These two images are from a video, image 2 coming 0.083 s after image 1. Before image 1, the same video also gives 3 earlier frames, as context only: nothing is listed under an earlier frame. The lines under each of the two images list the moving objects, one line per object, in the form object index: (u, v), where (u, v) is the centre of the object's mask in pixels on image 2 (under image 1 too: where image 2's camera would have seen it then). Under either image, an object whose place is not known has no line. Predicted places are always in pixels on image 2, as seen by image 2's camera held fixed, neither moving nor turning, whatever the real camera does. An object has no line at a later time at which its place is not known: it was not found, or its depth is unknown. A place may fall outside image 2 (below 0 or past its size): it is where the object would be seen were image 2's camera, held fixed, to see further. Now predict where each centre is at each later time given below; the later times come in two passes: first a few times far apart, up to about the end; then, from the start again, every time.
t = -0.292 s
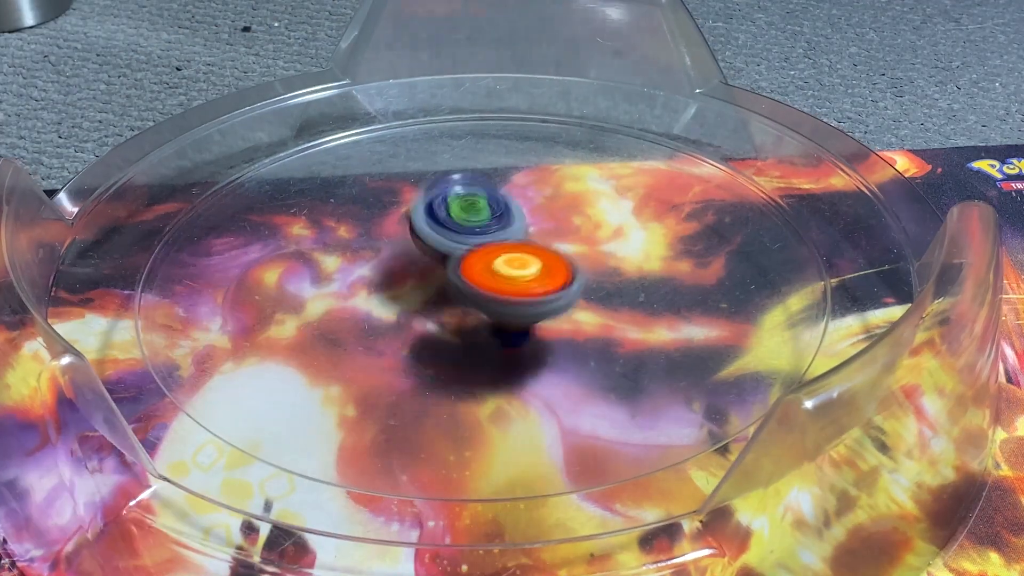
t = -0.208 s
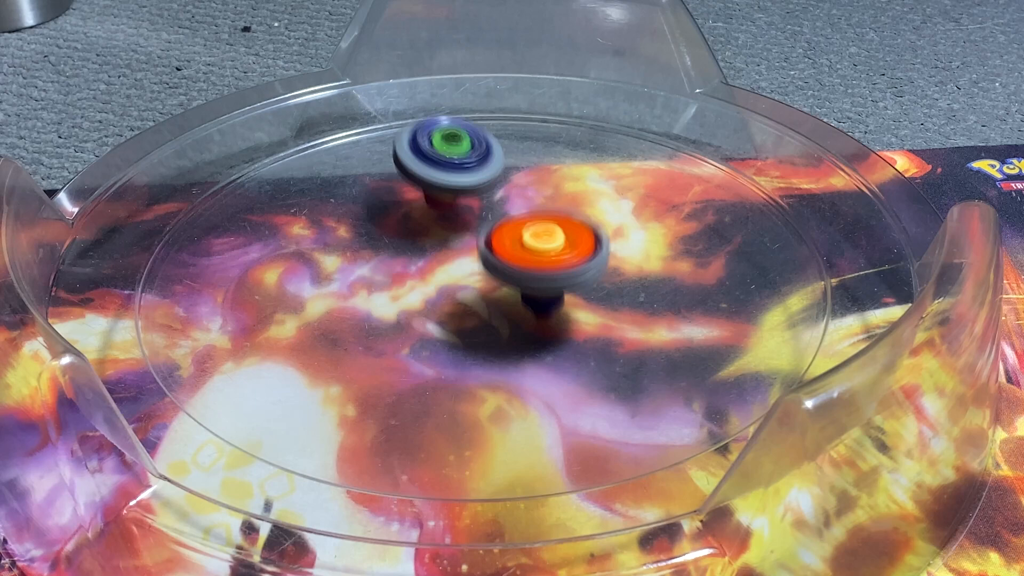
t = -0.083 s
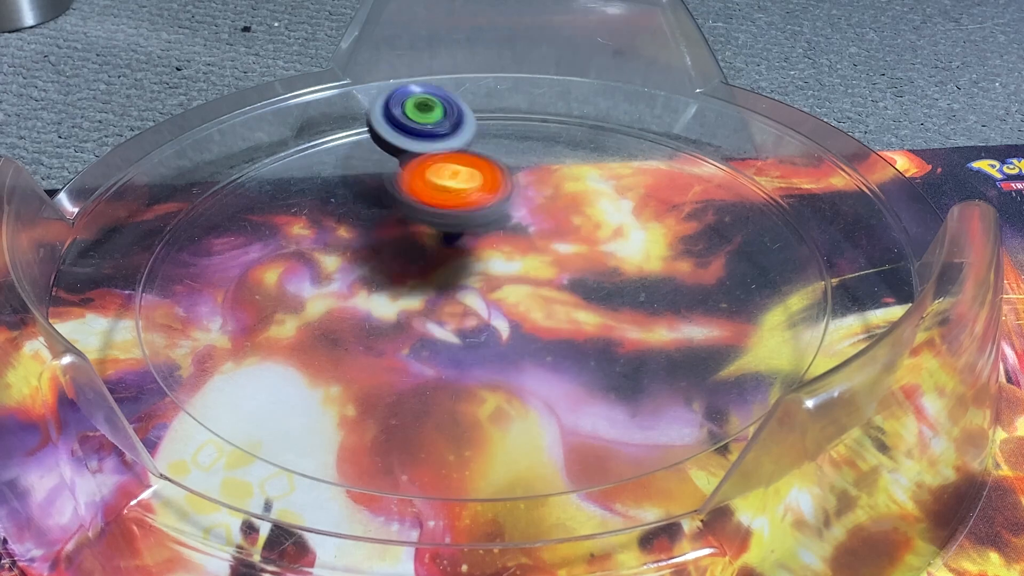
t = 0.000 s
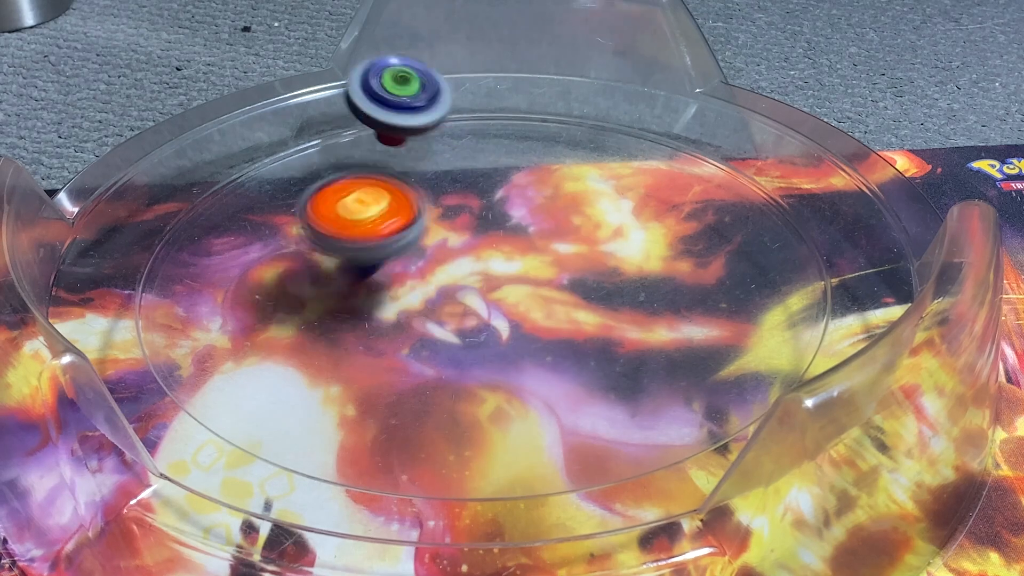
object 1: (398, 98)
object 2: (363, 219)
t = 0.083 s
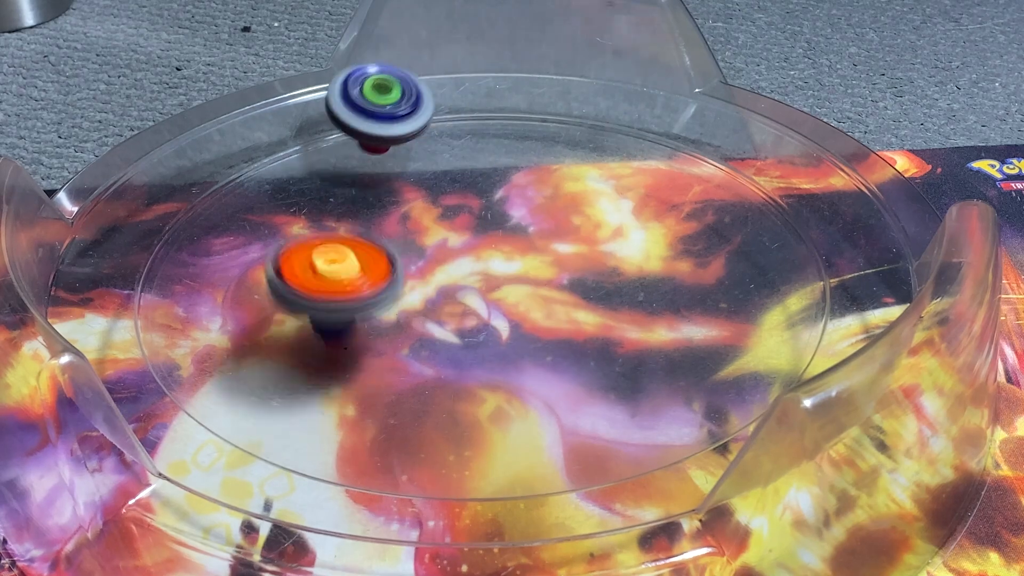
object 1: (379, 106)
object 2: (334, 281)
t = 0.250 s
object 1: (376, 133)
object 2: (554, 332)
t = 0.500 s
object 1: (446, 198)
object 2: (558, 150)
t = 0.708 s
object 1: (485, 287)
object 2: (345, 170)
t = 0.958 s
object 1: (692, 294)
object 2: (500, 331)
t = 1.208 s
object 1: (864, 203)
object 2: (601, 272)
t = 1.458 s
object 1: (837, 198)
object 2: (359, 247)
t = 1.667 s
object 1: (657, 234)
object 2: (449, 332)
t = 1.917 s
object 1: (494, 220)
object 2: (505, 300)
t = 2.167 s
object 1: (300, 252)
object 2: (419, 287)
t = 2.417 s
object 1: (268, 319)
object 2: (430, 295)
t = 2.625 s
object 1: (372, 327)
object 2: (450, 239)
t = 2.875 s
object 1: (470, 288)
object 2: (365, 232)
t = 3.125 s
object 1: (604, 231)
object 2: (395, 275)
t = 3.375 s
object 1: (666, 142)
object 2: (492, 234)
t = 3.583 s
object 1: (601, 153)
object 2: (415, 192)
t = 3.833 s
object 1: (549, 223)
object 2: (476, 281)
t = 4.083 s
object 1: (542, 237)
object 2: (649, 278)
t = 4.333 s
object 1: (410, 269)
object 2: (639, 212)
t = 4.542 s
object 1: (316, 299)
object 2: (515, 244)
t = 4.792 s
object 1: (293, 319)
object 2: (513, 343)
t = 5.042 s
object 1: (347, 310)
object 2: (575, 290)
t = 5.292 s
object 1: (395, 281)
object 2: (445, 203)
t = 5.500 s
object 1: (441, 266)
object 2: (345, 203)
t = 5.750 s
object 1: (550, 246)
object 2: (419, 265)
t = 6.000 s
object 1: (661, 188)
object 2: (534, 228)
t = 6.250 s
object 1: (649, 172)
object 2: (462, 225)
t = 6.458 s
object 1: (597, 217)
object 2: (489, 285)
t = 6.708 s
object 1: (570, 228)
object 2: (551, 335)
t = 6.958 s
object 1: (462, 258)
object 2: (538, 310)
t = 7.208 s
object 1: (355, 268)
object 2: (484, 301)
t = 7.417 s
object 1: (298, 269)
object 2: (508, 281)
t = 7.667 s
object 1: (307, 271)
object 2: (444, 243)
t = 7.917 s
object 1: (342, 272)
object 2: (494, 224)
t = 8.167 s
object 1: (419, 271)
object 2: (546, 212)
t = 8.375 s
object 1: (438, 278)
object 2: (606, 199)
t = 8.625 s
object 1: (485, 288)
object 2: (601, 211)
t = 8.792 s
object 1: (473, 303)
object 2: (587, 231)
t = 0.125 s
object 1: (374, 112)
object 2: (360, 312)
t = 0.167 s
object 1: (371, 118)
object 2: (416, 335)
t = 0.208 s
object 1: (372, 125)
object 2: (480, 341)
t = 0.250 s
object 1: (376, 133)
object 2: (554, 332)
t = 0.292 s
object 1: (385, 143)
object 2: (611, 309)
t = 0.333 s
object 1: (396, 153)
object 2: (645, 276)
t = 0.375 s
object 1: (408, 164)
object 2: (654, 238)
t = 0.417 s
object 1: (423, 175)
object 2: (636, 201)
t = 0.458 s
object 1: (439, 187)
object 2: (596, 171)
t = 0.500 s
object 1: (446, 198)
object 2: (558, 150)
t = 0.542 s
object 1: (431, 216)
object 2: (531, 133)
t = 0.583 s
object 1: (429, 232)
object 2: (487, 125)
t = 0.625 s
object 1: (441, 251)
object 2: (434, 126)
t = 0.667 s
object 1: (461, 270)
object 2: (386, 141)
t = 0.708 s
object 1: (485, 287)
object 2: (345, 170)
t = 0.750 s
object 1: (515, 297)
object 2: (324, 202)
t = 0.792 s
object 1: (545, 306)
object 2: (323, 238)
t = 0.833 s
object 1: (575, 311)
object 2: (348, 279)
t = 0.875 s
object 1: (604, 313)
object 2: (397, 309)
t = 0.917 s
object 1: (627, 312)
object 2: (467, 326)
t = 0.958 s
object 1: (692, 294)
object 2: (500, 331)
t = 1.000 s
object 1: (773, 271)
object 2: (501, 337)
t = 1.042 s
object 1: (816, 239)
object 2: (523, 338)
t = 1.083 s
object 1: (834, 229)
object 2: (559, 333)
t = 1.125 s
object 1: (851, 215)
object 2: (594, 317)
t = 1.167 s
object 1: (860, 208)
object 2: (609, 295)
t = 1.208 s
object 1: (864, 203)
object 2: (601, 272)
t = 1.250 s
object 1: (867, 199)
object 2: (578, 249)
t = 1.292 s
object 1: (867, 196)
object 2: (539, 231)
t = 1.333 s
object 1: (865, 192)
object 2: (494, 221)
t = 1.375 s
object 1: (862, 192)
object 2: (442, 222)
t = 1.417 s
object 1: (853, 194)
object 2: (396, 230)
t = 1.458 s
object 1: (837, 198)
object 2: (359, 247)
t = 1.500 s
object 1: (814, 201)
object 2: (339, 270)
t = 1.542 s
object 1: (781, 214)
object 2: (339, 296)
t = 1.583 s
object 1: (739, 221)
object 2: (363, 318)
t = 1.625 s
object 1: (698, 227)
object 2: (402, 330)
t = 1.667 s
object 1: (657, 234)
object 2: (449, 332)
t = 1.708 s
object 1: (614, 243)
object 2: (497, 321)
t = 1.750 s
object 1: (583, 242)
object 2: (526, 306)
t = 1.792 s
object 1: (563, 231)
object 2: (521, 306)
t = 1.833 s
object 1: (544, 223)
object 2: (517, 305)
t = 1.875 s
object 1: (523, 219)
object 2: (510, 302)
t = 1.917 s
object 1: (494, 220)
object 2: (505, 300)
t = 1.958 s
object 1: (459, 221)
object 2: (494, 295)
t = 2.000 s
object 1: (422, 224)
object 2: (480, 291)
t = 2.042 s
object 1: (385, 234)
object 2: (465, 289)
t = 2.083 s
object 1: (355, 238)
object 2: (451, 287)
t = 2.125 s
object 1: (325, 244)
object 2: (435, 287)
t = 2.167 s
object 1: (300, 252)
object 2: (419, 287)
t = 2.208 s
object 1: (279, 262)
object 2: (409, 290)
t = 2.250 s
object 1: (263, 274)
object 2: (404, 294)
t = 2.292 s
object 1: (253, 284)
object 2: (405, 296)
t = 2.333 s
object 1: (249, 297)
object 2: (408, 297)
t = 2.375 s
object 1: (254, 309)
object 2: (417, 298)
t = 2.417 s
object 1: (268, 319)
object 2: (430, 295)
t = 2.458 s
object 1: (287, 326)
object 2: (441, 289)
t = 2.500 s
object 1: (308, 330)
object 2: (453, 280)
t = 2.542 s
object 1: (329, 331)
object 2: (460, 268)
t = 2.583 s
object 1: (351, 330)
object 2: (460, 254)
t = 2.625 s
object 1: (372, 327)
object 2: (450, 239)
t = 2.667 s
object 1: (392, 322)
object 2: (435, 226)
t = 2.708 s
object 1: (411, 316)
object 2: (417, 218)
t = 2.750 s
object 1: (428, 309)
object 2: (399, 215)
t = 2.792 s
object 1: (444, 302)
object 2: (382, 218)
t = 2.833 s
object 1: (458, 295)
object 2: (371, 223)
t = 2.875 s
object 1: (470, 288)
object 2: (365, 232)
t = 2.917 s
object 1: (489, 284)
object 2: (360, 239)
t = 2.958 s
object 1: (505, 278)
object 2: (365, 248)
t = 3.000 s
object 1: (514, 270)
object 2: (378, 258)
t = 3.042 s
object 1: (539, 258)
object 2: (385, 265)
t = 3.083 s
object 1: (575, 244)
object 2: (384, 271)
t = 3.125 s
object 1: (604, 231)
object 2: (395, 275)
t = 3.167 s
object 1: (627, 215)
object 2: (409, 277)
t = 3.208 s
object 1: (645, 198)
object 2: (430, 277)
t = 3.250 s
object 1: (658, 182)
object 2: (452, 272)
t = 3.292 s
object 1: (665, 168)
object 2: (474, 263)
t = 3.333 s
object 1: (668, 154)
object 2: (489, 250)
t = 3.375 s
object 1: (666, 142)
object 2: (492, 234)
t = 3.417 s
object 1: (658, 136)
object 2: (488, 216)
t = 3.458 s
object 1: (645, 134)
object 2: (477, 203)
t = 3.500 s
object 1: (631, 136)
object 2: (459, 194)
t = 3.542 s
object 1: (616, 143)
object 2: (437, 189)
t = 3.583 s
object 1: (601, 153)
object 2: (415, 192)
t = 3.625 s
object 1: (588, 166)
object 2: (397, 201)
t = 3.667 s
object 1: (575, 179)
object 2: (389, 216)
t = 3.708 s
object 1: (563, 194)
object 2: (391, 234)
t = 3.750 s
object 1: (553, 207)
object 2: (408, 254)
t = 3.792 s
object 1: (545, 219)
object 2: (440, 269)
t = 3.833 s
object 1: (549, 223)
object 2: (476, 281)
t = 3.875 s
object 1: (561, 219)
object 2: (495, 296)
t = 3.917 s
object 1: (565, 218)
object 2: (522, 302)
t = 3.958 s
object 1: (564, 221)
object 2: (554, 301)
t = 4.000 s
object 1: (558, 227)
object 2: (589, 295)
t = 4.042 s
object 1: (548, 232)
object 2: (622, 287)
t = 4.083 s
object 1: (542, 237)
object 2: (649, 278)
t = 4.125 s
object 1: (534, 240)
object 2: (664, 265)
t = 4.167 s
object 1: (525, 246)
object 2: (666, 251)
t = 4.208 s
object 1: (516, 252)
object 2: (654, 239)
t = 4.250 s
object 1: (499, 259)
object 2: (635, 230)
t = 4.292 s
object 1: (446, 265)
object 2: (644, 219)
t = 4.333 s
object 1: (410, 269)
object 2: (639, 212)
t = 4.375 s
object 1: (384, 275)
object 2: (623, 210)
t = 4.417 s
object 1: (364, 280)
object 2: (600, 210)
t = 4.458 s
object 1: (345, 288)
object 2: (572, 217)
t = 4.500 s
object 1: (329, 294)
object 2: (541, 227)
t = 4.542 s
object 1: (316, 299)
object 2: (515, 244)
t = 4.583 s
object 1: (305, 304)
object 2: (492, 263)
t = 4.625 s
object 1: (297, 308)
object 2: (479, 283)
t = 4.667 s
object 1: (292, 312)
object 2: (476, 300)
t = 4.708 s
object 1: (291, 315)
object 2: (480, 318)
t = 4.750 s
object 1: (291, 317)
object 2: (492, 333)
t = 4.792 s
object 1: (293, 319)
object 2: (513, 343)
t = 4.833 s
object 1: (297, 321)
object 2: (537, 347)
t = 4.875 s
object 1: (303, 321)
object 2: (562, 345)
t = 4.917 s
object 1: (310, 320)
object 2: (581, 336)
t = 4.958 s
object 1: (321, 318)
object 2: (590, 323)
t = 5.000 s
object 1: (333, 315)
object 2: (588, 307)
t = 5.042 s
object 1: (347, 310)
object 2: (575, 290)
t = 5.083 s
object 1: (362, 305)
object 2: (552, 275)
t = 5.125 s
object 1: (378, 299)
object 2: (518, 262)
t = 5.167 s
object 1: (379, 295)
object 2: (500, 246)
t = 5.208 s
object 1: (375, 292)
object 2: (491, 230)
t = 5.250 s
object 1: (384, 287)
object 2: (470, 216)
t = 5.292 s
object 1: (395, 281)
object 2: (445, 203)
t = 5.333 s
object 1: (403, 279)
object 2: (422, 191)
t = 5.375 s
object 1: (410, 277)
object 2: (397, 185)
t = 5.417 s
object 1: (419, 274)
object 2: (374, 186)
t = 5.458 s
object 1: (430, 270)
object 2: (356, 192)
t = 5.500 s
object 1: (441, 266)
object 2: (345, 203)
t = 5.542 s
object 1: (460, 262)
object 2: (338, 214)
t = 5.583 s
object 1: (485, 263)
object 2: (334, 222)
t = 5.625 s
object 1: (503, 261)
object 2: (342, 234)
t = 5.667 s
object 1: (520, 256)
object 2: (358, 247)
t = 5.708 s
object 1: (535, 251)
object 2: (384, 257)
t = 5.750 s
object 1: (550, 246)
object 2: (419, 265)
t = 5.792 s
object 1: (570, 239)
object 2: (453, 268)
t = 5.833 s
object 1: (600, 228)
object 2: (479, 269)
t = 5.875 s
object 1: (619, 218)
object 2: (509, 263)
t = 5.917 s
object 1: (634, 207)
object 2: (529, 250)
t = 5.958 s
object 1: (651, 196)
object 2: (536, 238)
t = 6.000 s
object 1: (661, 188)
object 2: (534, 228)
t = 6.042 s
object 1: (663, 180)
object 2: (528, 219)
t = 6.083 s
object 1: (665, 173)
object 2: (516, 214)
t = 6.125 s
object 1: (664, 167)
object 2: (503, 212)
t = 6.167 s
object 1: (661, 166)
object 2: (489, 212)
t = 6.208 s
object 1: (656, 168)
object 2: (474, 218)
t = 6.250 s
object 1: (649, 172)
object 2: (462, 225)
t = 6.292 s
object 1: (641, 178)
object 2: (454, 236)
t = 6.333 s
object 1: (631, 186)
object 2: (451, 249)
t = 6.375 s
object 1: (620, 195)
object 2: (455, 264)
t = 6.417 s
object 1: (608, 206)
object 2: (468, 277)
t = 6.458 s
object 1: (597, 217)
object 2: (489, 285)
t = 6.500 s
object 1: (589, 226)
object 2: (514, 290)
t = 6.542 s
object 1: (585, 227)
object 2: (529, 295)
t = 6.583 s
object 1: (592, 220)
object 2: (528, 311)
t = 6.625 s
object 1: (593, 217)
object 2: (534, 323)
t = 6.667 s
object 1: (584, 221)
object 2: (543, 331)
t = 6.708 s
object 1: (570, 228)
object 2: (551, 335)
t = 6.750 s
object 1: (554, 232)
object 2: (557, 335)
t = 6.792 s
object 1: (539, 237)
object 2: (562, 333)
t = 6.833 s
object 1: (522, 243)
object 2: (562, 328)
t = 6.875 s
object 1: (505, 248)
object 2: (557, 321)
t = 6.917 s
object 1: (485, 252)
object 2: (546, 312)
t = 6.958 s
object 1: (462, 258)
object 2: (538, 310)
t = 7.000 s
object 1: (444, 260)
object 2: (529, 308)
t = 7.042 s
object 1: (426, 263)
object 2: (516, 306)
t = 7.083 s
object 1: (407, 266)
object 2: (506, 305)
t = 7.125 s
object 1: (390, 268)
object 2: (497, 303)
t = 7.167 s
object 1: (375, 270)
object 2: (486, 301)
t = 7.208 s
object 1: (355, 268)
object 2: (484, 301)
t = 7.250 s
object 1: (337, 267)
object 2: (493, 302)
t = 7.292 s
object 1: (324, 267)
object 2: (500, 300)
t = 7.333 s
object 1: (313, 267)
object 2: (505, 295)
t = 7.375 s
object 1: (304, 268)
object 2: (508, 288)
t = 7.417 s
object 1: (298, 269)
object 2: (508, 281)
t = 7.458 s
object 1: (294, 270)
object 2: (505, 274)
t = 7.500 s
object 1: (293, 270)
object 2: (499, 266)
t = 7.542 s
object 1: (293, 270)
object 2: (488, 257)
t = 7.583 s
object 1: (296, 271)
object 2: (472, 252)
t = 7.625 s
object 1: (301, 271)
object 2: (458, 247)
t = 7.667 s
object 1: (307, 271)
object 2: (444, 243)
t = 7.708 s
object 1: (306, 271)
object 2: (442, 242)
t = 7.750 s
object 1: (299, 270)
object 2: (454, 236)
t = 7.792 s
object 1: (304, 270)
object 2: (465, 233)
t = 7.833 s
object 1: (314, 271)
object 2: (476, 230)
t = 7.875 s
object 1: (327, 271)
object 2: (485, 227)
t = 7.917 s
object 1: (342, 272)
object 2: (494, 224)
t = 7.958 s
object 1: (359, 272)
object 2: (502, 222)
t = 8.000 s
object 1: (377, 271)
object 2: (507, 223)
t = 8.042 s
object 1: (396, 271)
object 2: (511, 222)
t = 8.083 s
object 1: (403, 271)
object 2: (522, 219)
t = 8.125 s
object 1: (408, 271)
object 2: (535, 215)
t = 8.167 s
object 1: (419, 271)
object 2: (546, 212)
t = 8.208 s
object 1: (432, 270)
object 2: (555, 212)
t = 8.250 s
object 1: (447, 270)
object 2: (559, 212)
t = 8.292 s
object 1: (460, 270)
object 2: (565, 215)
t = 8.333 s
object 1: (444, 274)
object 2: (590, 206)
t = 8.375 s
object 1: (438, 278)
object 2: (606, 199)
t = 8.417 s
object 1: (440, 280)
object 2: (616, 194)
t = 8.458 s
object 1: (447, 283)
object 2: (622, 192)
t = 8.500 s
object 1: (456, 285)
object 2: (624, 193)
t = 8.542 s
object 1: (465, 287)
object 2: (620, 197)
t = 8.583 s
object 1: (475, 288)
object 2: (611, 203)
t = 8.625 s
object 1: (485, 288)
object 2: (601, 211)
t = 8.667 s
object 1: (495, 288)
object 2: (589, 221)
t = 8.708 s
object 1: (488, 295)
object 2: (587, 225)
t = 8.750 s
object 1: (483, 298)
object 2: (584, 231)
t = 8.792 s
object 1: (473, 303)
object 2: (587, 231)
